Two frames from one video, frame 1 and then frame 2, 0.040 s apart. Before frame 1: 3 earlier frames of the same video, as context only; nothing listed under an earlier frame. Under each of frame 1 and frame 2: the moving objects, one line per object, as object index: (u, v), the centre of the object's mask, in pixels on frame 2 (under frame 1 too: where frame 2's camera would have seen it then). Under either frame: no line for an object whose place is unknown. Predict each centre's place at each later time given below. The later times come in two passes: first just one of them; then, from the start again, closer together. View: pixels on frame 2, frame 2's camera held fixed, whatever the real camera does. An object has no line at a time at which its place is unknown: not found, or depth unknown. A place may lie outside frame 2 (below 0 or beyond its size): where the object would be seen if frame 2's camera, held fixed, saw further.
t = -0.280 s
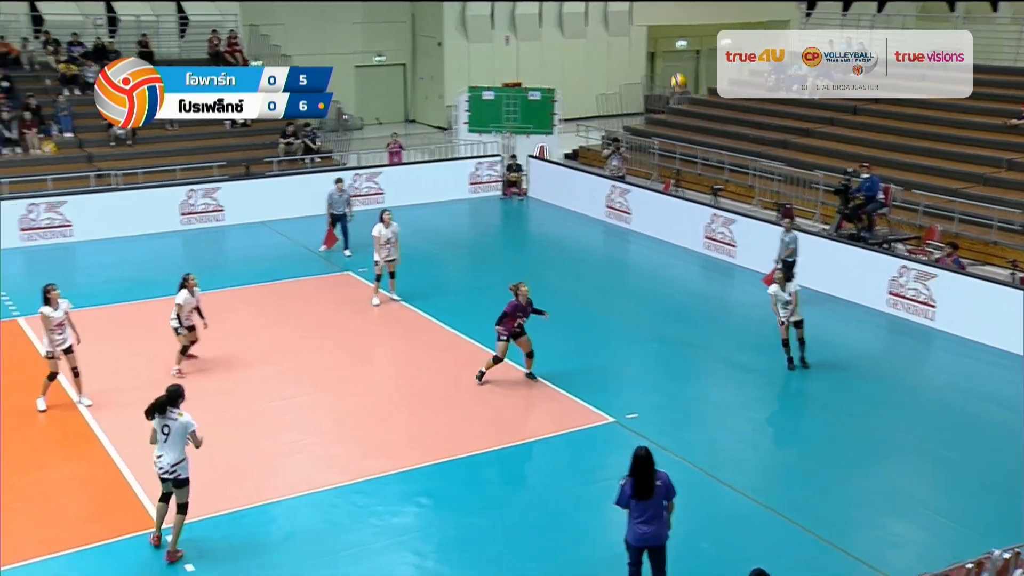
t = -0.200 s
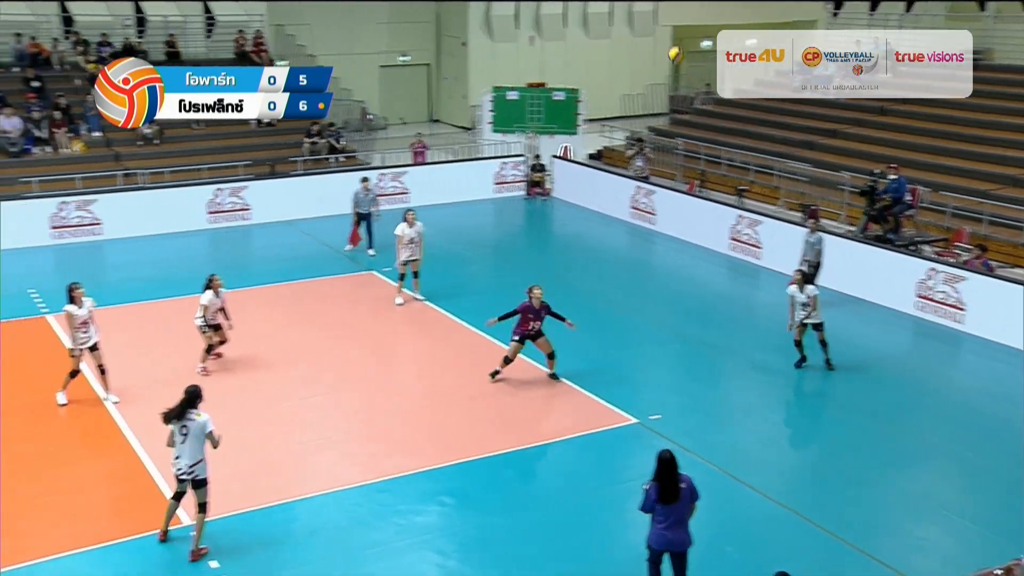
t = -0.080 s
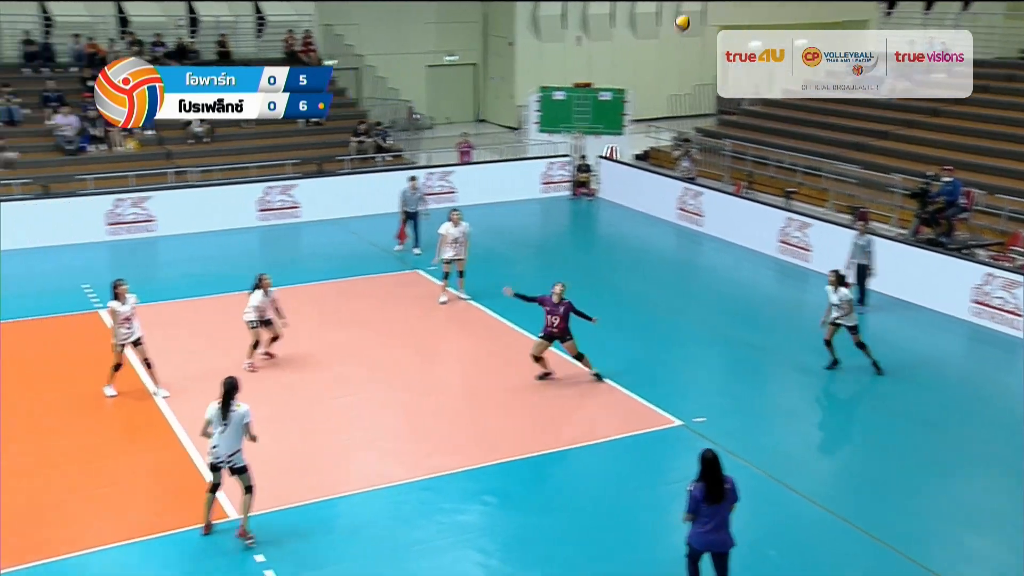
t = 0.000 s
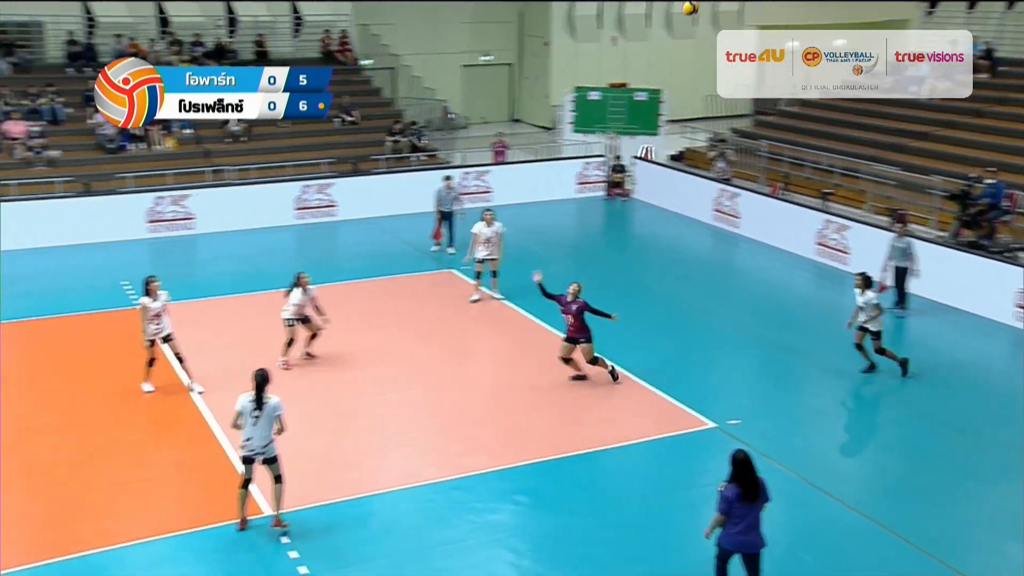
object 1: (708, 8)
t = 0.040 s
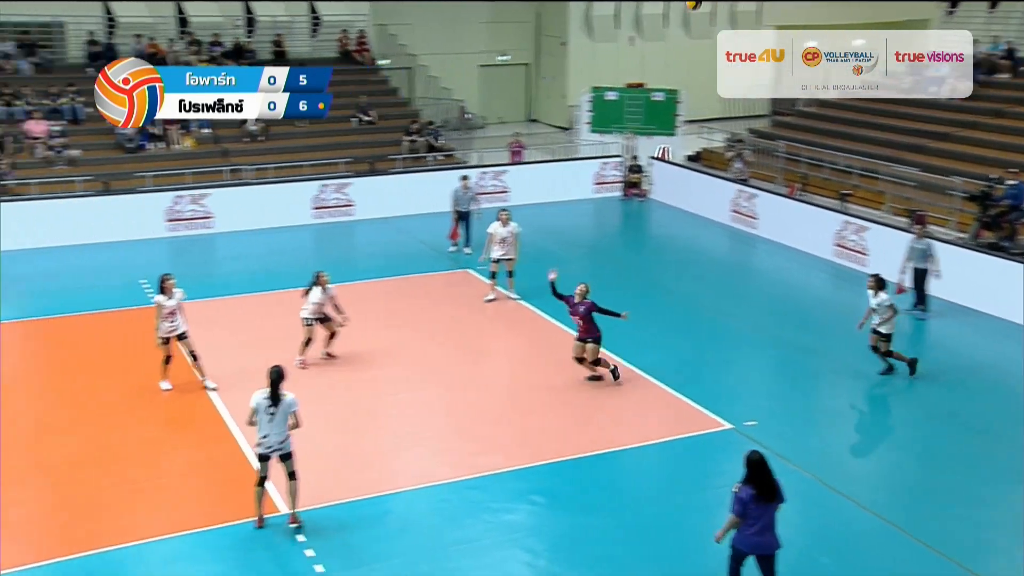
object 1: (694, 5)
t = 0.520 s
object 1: (530, 25)
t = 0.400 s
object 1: (567, 6)
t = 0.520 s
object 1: (530, 25)
